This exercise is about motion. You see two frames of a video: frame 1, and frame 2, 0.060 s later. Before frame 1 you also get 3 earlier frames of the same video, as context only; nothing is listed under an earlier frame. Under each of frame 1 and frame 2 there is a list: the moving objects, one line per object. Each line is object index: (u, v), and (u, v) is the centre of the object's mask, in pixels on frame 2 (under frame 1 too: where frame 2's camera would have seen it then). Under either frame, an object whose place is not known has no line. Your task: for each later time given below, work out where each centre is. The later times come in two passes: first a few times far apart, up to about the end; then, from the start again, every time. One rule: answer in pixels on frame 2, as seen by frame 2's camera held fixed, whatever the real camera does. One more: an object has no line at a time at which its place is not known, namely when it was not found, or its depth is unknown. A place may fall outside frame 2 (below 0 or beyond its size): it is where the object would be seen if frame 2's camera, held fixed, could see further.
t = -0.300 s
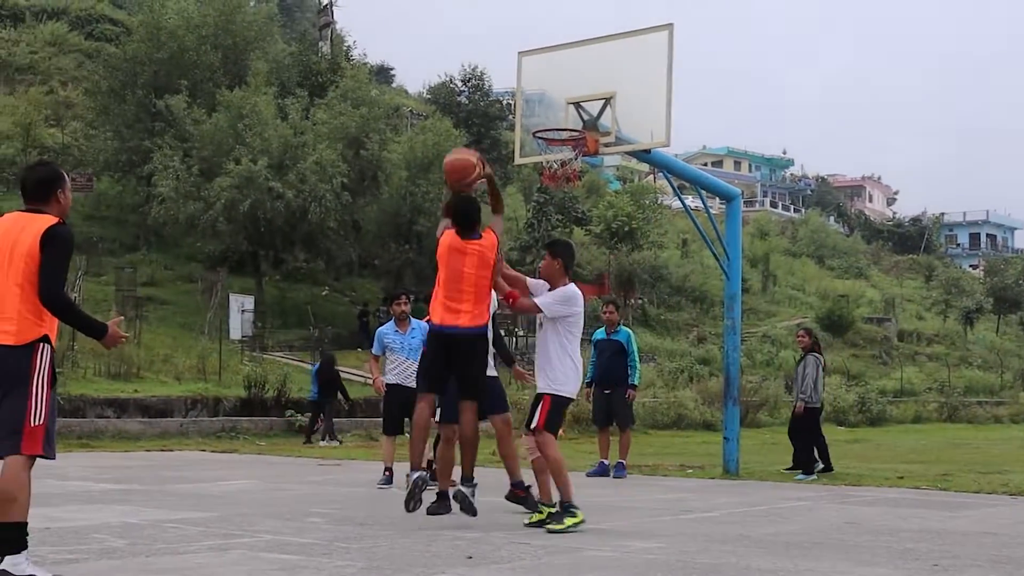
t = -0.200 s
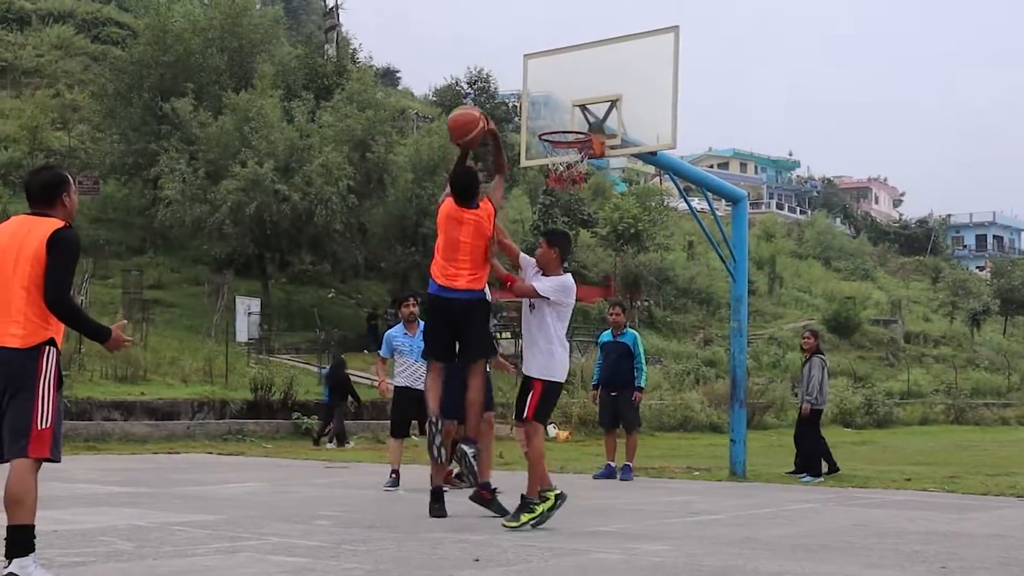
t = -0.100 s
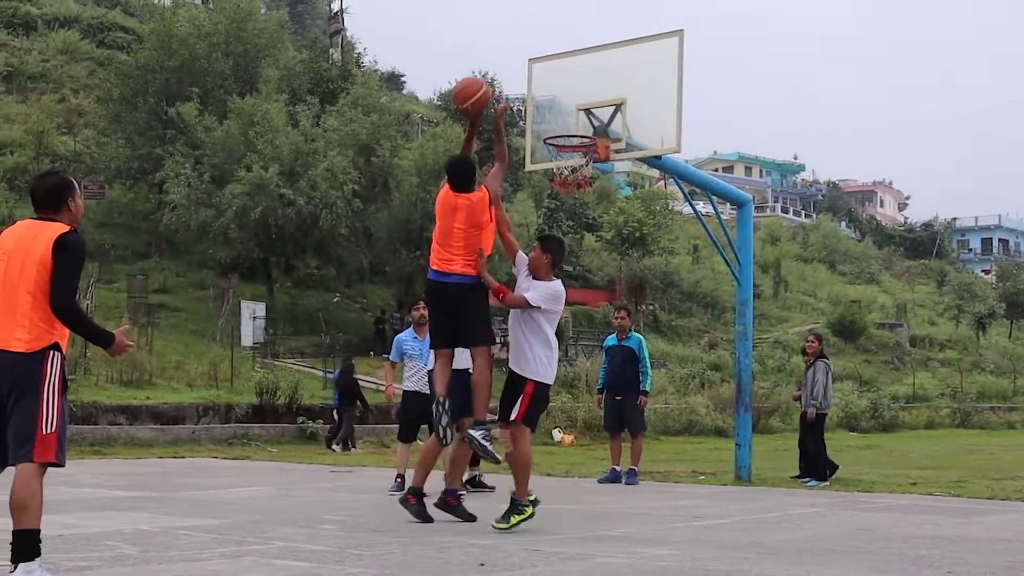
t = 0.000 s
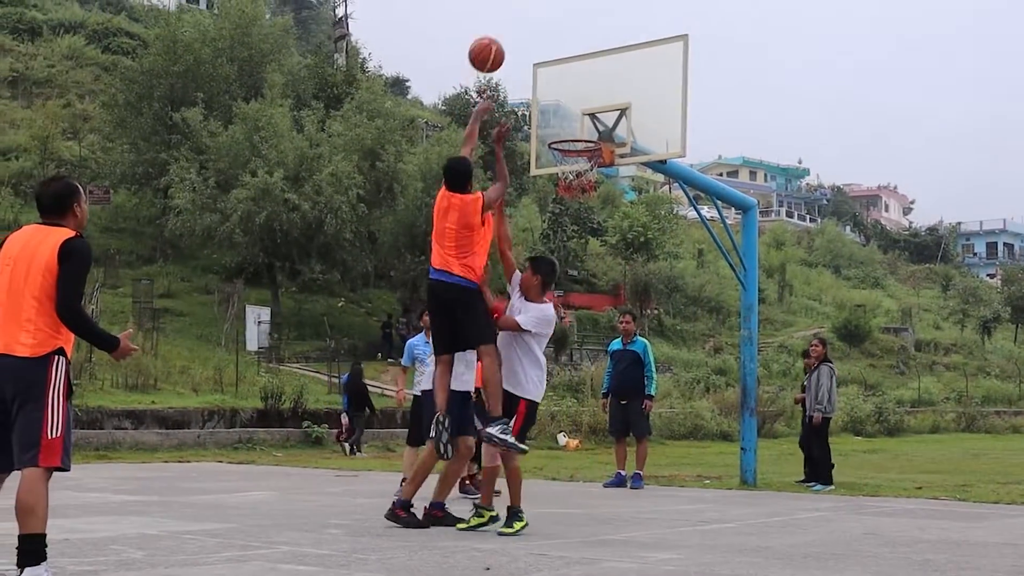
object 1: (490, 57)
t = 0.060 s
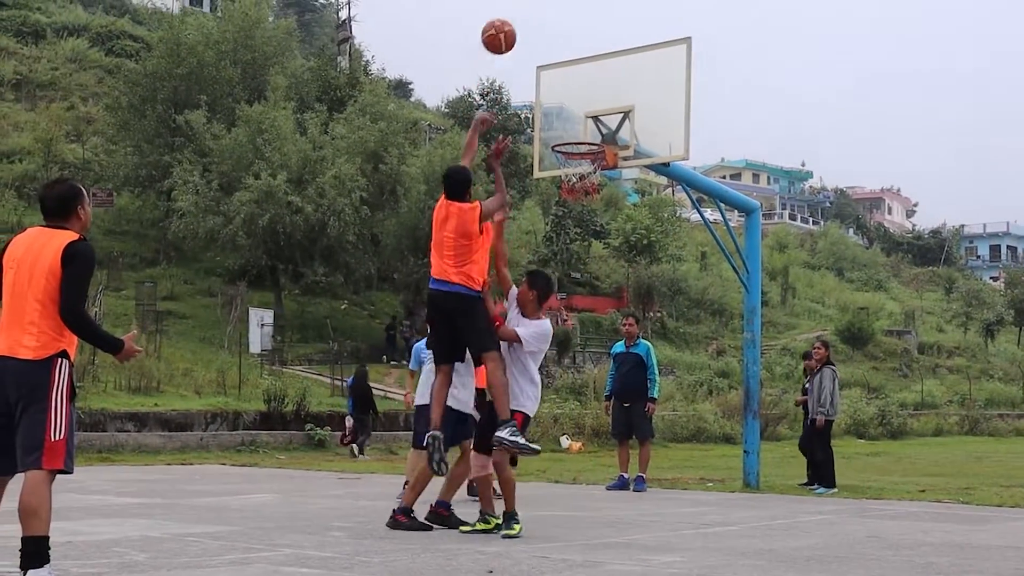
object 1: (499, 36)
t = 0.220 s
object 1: (521, 11)
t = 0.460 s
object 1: (549, 33)
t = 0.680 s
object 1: (570, 108)
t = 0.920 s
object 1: (590, 89)
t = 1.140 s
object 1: (610, 54)
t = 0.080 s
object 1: (502, 31)
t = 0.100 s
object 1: (504, 26)
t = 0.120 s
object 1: (507, 22)
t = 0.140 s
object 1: (510, 18)
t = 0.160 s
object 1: (513, 15)
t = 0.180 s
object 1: (515, 13)
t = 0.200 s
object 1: (518, 12)
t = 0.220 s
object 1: (521, 11)
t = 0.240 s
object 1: (524, 10)
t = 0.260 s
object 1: (526, 9)
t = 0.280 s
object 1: (529, 9)
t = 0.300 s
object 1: (531, 10)
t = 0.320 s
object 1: (533, 12)
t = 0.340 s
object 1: (535, 14)
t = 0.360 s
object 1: (538, 16)
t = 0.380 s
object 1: (540, 18)
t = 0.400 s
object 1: (542, 21)
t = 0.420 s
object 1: (544, 25)
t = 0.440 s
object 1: (547, 29)
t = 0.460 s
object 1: (549, 33)
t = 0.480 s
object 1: (551, 38)
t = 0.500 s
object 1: (553, 44)
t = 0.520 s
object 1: (555, 51)
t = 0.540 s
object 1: (557, 56)
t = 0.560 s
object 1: (559, 62)
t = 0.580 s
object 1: (561, 69)
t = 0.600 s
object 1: (563, 77)
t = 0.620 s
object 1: (565, 85)
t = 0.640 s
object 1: (566, 92)
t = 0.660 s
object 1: (568, 100)
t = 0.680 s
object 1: (570, 108)
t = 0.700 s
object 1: (572, 117)
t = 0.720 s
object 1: (574, 126)
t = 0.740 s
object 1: (575, 134)
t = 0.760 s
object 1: (577, 143)
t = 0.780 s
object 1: (578, 135)
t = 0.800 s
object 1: (580, 129)
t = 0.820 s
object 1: (582, 121)
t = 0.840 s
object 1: (584, 114)
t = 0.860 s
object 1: (585, 107)
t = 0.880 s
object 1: (587, 101)
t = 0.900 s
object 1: (588, 95)
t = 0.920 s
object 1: (590, 89)
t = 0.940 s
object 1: (592, 84)
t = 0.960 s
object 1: (594, 79)
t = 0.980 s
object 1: (596, 75)
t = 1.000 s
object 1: (598, 70)
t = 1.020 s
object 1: (600, 67)
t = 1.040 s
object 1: (601, 63)
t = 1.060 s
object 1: (603, 61)
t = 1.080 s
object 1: (605, 58)
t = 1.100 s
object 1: (607, 57)
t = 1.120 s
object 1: (608, 55)
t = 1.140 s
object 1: (610, 54)
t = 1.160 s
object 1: (612, 54)
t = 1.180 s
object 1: (614, 54)
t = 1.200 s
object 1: (617, 54)
